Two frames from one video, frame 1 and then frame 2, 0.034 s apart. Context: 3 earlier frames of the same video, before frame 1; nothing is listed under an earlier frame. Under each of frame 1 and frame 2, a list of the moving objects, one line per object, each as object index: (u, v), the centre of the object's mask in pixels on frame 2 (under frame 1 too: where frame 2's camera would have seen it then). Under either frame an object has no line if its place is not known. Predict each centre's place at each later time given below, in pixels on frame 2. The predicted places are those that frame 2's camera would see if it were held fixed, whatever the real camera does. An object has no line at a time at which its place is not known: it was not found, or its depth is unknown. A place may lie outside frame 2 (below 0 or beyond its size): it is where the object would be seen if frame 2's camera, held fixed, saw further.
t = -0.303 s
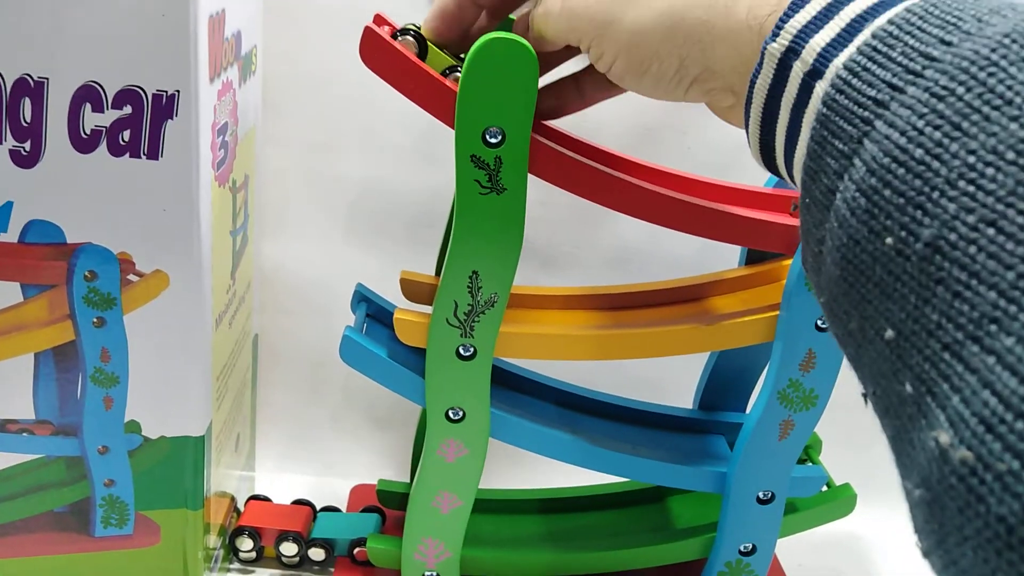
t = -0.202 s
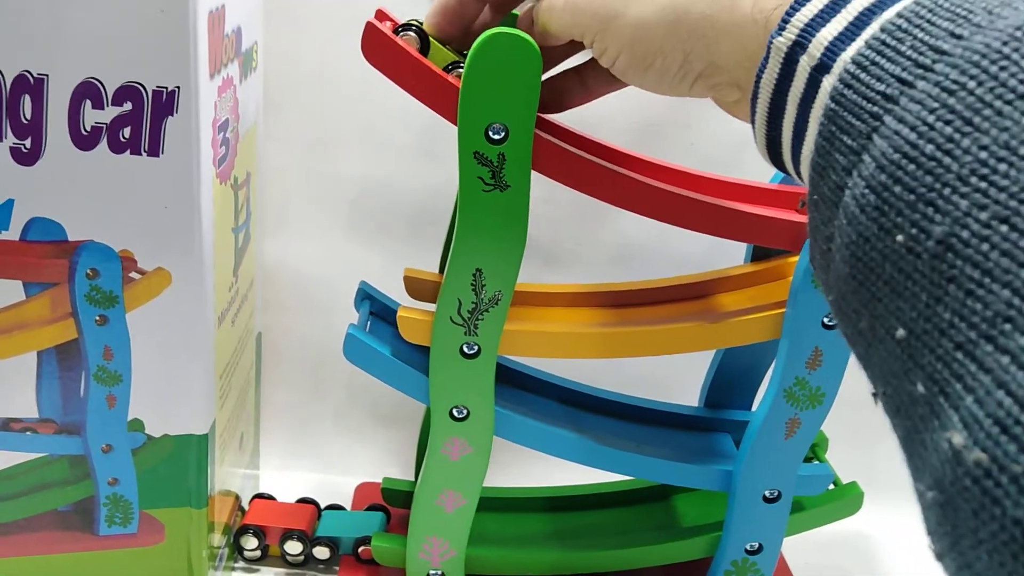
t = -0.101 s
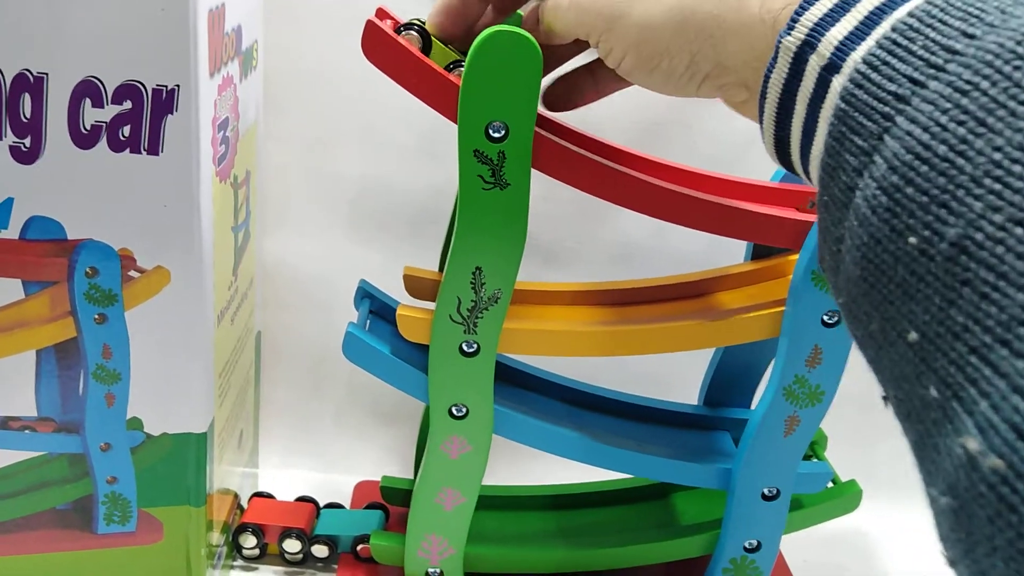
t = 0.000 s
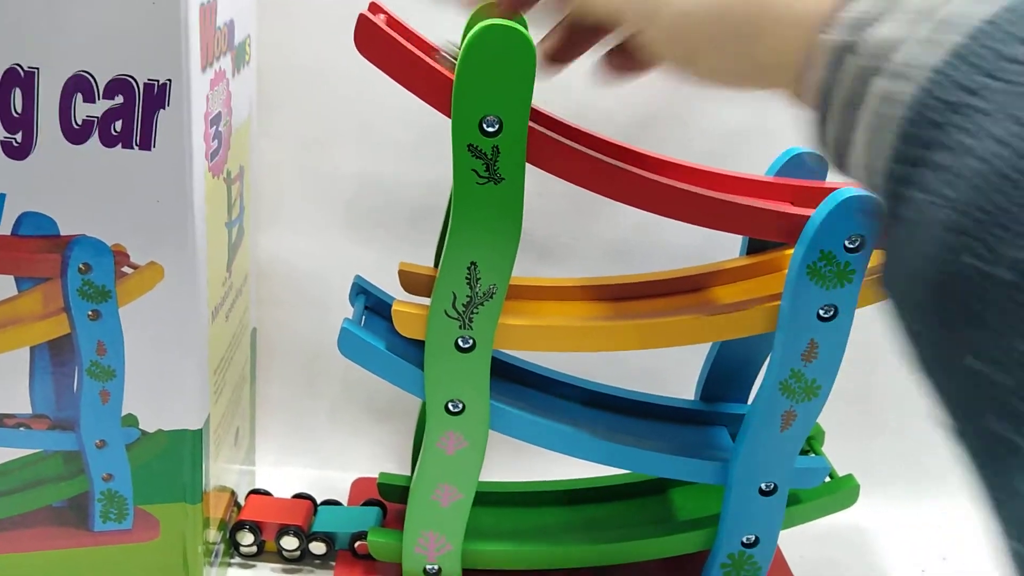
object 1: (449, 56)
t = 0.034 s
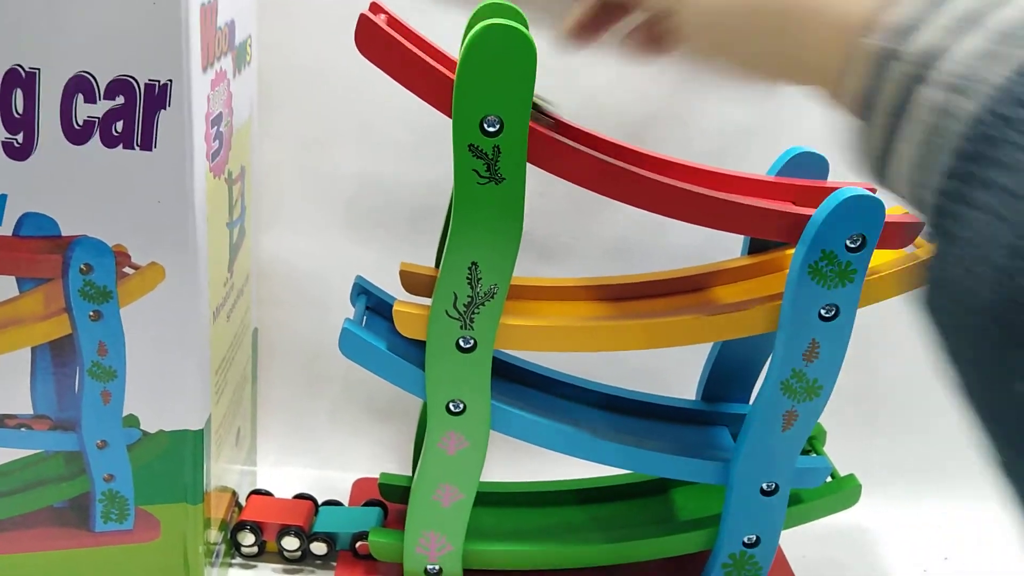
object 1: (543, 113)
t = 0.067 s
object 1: (560, 121)
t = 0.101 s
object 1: (590, 134)
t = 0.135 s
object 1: (632, 151)
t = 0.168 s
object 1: (681, 167)
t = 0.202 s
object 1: (733, 180)
